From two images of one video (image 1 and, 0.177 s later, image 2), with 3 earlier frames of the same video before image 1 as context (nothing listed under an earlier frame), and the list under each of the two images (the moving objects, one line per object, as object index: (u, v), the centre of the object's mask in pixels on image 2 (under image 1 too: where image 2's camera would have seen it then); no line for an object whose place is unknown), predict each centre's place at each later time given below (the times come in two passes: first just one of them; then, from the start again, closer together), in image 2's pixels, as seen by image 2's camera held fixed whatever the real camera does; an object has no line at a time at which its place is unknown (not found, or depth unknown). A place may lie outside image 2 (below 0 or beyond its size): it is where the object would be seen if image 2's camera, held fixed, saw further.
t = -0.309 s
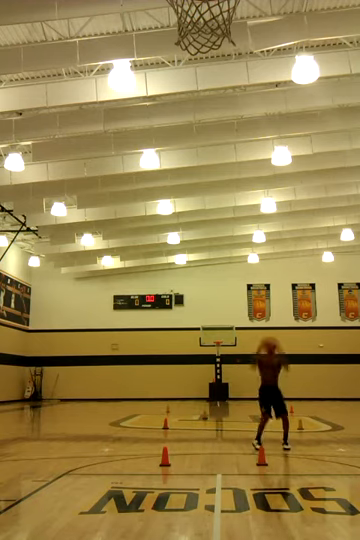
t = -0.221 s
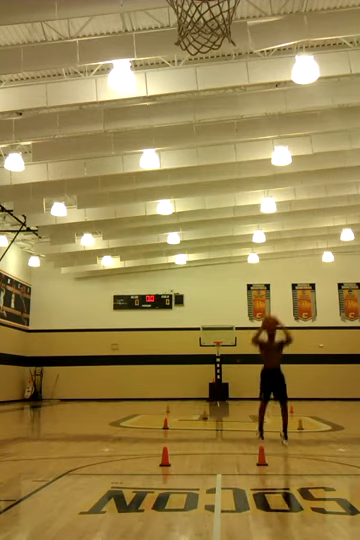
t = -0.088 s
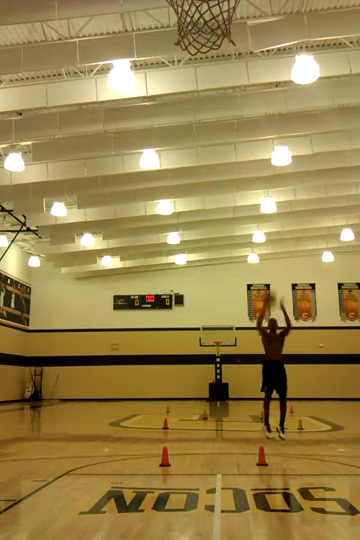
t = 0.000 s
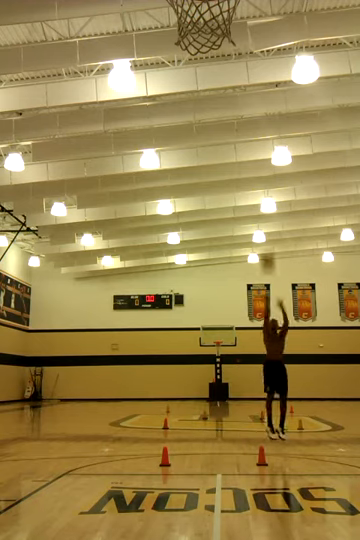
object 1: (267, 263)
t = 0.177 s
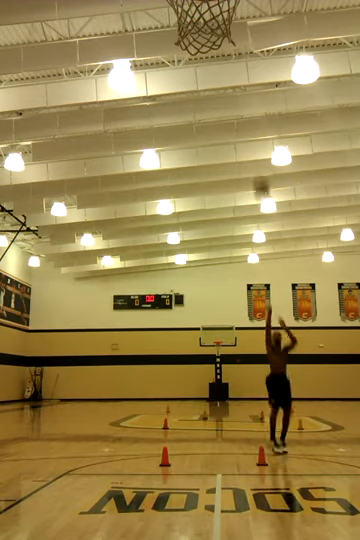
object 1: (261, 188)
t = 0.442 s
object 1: (253, 93)
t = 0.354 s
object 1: (255, 125)
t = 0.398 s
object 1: (254, 106)
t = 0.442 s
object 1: (253, 93)
